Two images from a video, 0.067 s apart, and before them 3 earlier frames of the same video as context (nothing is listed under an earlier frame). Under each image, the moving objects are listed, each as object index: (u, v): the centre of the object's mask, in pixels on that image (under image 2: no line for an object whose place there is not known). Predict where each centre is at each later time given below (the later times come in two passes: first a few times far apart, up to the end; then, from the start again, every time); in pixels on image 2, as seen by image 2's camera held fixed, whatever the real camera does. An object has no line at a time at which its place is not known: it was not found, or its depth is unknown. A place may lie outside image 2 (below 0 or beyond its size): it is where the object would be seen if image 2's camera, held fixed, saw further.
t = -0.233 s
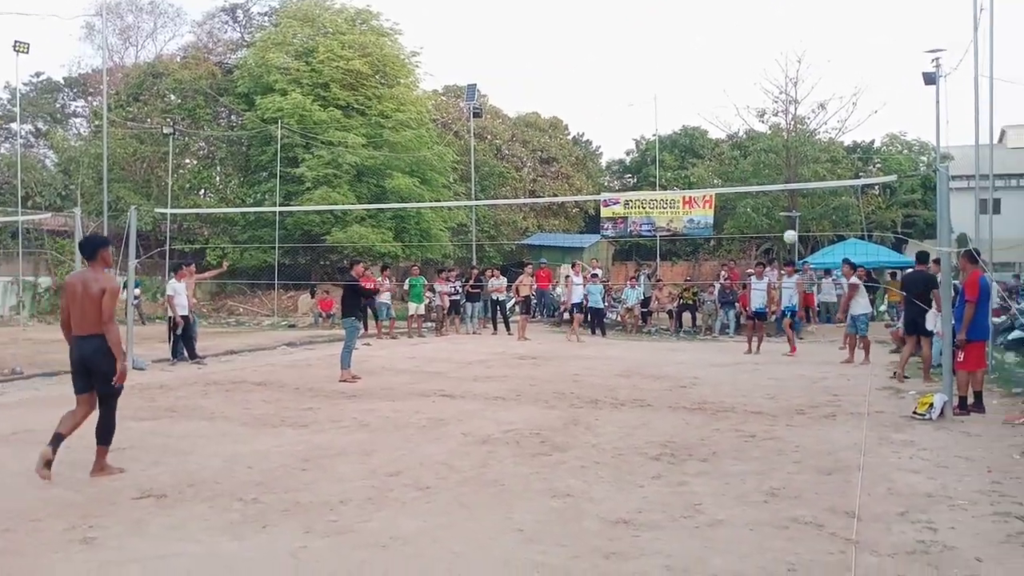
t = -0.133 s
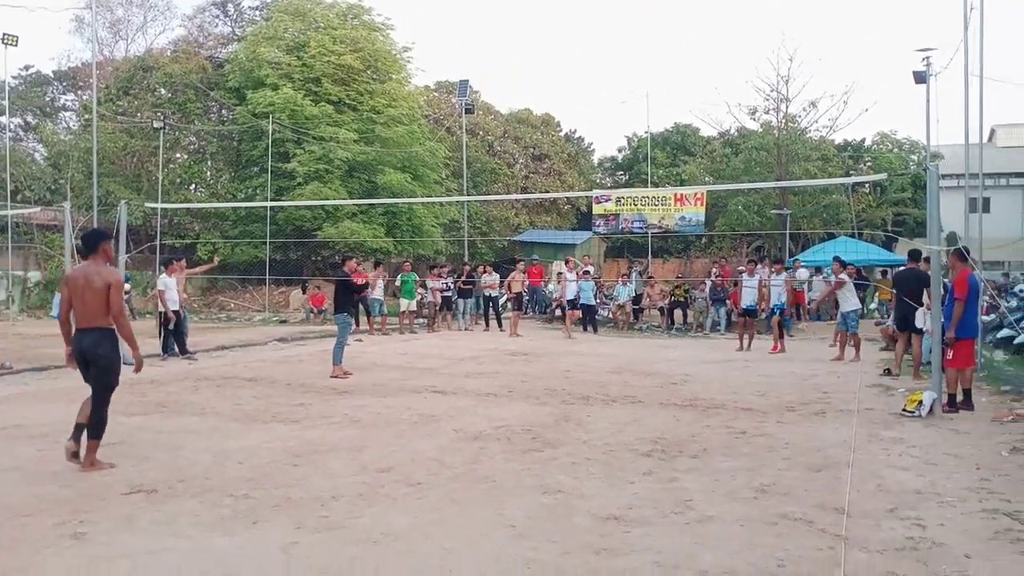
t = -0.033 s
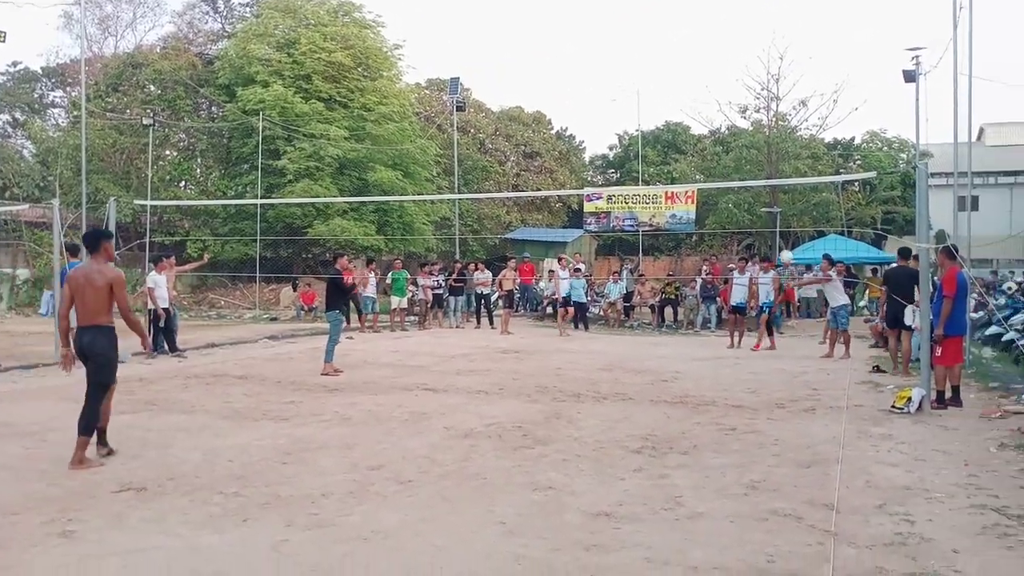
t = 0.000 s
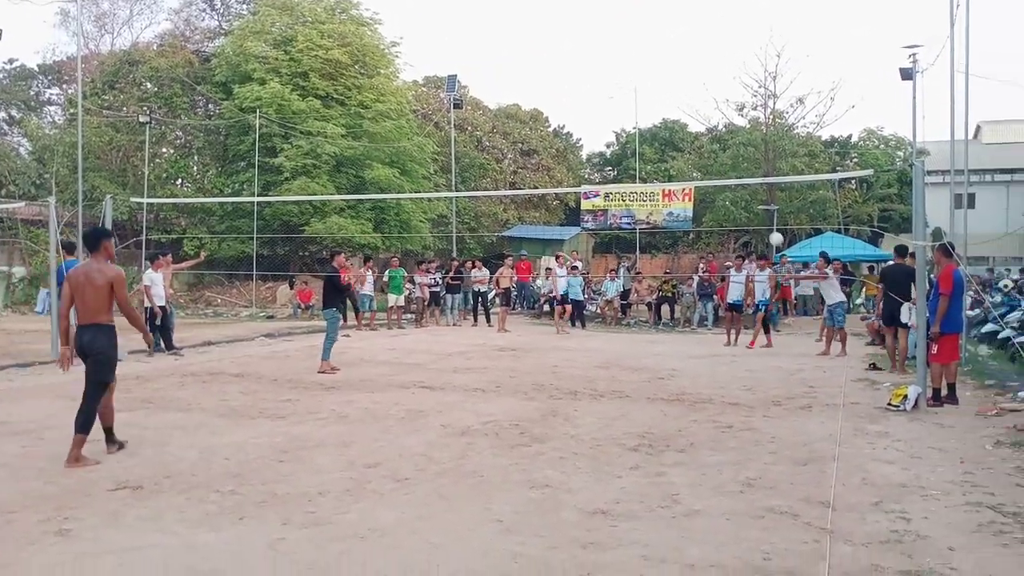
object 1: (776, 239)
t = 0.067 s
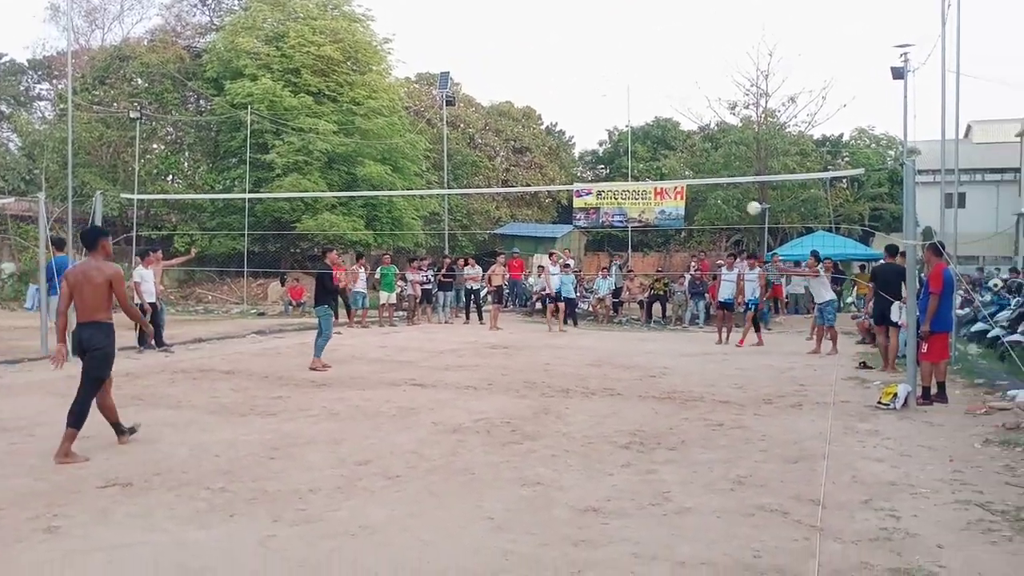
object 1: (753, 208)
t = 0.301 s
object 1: (703, 122)
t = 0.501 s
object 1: (659, 75)
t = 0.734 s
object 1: (605, 48)
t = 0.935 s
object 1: (556, 55)
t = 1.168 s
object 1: (498, 97)
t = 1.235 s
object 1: (482, 115)
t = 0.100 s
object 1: (747, 194)
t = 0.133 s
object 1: (740, 181)
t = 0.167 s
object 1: (732, 169)
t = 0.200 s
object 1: (725, 156)
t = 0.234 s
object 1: (718, 146)
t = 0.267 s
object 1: (711, 134)
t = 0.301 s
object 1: (703, 122)
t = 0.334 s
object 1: (696, 114)
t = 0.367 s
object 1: (688, 105)
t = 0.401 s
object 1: (681, 97)
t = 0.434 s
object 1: (674, 89)
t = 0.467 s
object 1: (667, 82)
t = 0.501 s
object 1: (659, 75)
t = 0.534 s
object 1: (651, 70)
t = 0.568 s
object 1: (643, 64)
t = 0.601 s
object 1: (636, 60)
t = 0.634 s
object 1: (628, 57)
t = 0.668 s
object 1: (621, 54)
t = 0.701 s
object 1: (612, 51)
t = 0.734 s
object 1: (605, 48)
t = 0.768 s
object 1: (597, 48)
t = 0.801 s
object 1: (589, 48)
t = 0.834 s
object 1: (581, 49)
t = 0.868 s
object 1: (573, 50)
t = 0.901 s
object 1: (565, 53)
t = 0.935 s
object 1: (556, 55)
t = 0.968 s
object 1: (548, 59)
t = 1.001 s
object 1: (539, 63)
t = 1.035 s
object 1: (531, 69)
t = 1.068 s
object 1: (523, 74)
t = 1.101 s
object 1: (515, 81)
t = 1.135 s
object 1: (506, 89)
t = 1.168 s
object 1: (498, 97)
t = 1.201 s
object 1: (489, 104)
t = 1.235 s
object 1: (482, 115)
